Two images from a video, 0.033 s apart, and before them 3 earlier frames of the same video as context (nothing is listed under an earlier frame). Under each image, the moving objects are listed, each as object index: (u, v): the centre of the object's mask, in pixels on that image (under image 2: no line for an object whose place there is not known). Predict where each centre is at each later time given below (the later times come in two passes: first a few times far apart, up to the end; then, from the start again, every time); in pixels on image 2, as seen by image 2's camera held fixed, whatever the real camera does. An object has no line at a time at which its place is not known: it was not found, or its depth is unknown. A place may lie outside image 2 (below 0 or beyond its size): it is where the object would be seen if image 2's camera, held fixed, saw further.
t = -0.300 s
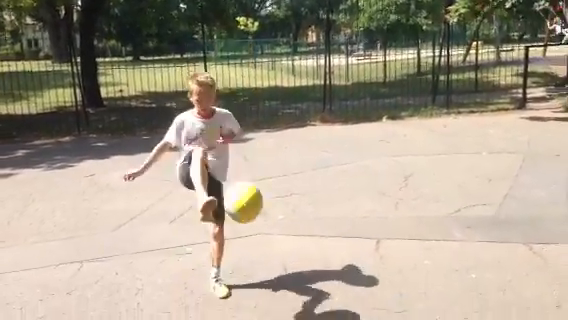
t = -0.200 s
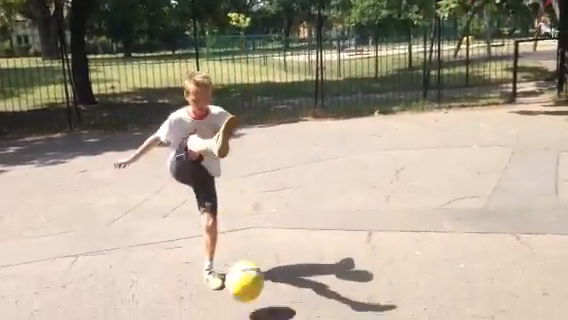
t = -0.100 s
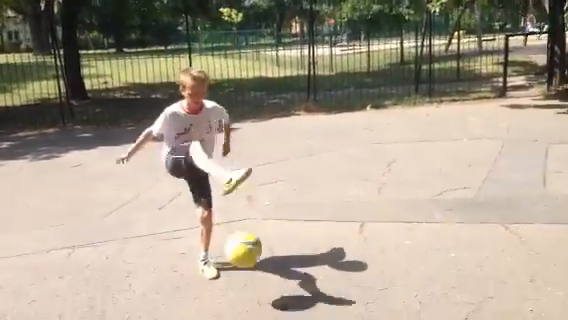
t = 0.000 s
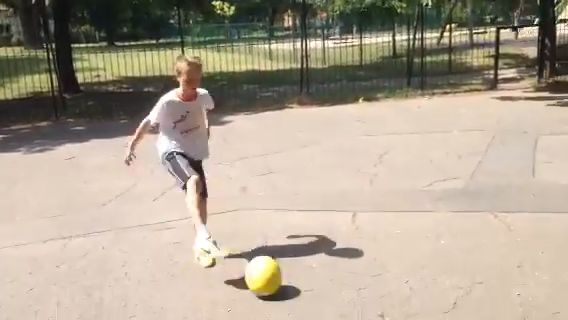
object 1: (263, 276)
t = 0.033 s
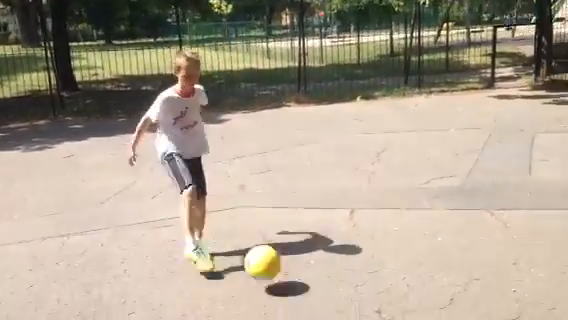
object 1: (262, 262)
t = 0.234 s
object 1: (256, 160)
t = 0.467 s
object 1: (252, 114)
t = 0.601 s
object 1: (253, 128)
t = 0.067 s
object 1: (261, 242)
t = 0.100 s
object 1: (260, 223)
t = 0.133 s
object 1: (259, 205)
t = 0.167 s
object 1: (258, 189)
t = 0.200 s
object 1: (257, 174)
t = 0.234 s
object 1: (256, 160)
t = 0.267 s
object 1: (256, 149)
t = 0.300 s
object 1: (255, 139)
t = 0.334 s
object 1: (254, 129)
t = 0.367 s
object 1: (253, 122)
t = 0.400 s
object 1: (253, 118)
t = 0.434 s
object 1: (253, 115)
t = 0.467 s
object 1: (252, 114)
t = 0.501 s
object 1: (252, 114)
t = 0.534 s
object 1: (253, 117)
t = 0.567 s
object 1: (253, 122)
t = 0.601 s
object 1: (253, 128)
